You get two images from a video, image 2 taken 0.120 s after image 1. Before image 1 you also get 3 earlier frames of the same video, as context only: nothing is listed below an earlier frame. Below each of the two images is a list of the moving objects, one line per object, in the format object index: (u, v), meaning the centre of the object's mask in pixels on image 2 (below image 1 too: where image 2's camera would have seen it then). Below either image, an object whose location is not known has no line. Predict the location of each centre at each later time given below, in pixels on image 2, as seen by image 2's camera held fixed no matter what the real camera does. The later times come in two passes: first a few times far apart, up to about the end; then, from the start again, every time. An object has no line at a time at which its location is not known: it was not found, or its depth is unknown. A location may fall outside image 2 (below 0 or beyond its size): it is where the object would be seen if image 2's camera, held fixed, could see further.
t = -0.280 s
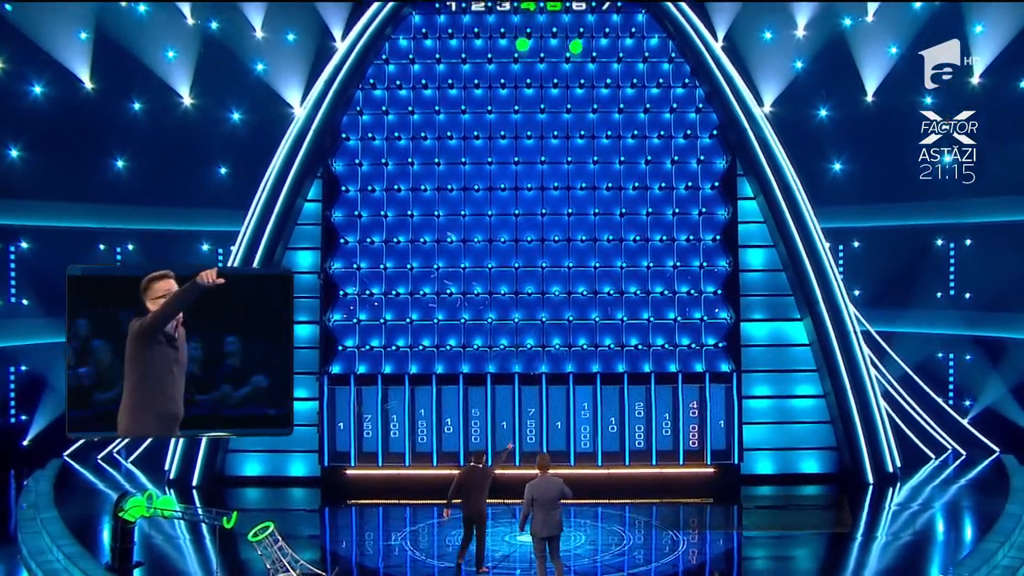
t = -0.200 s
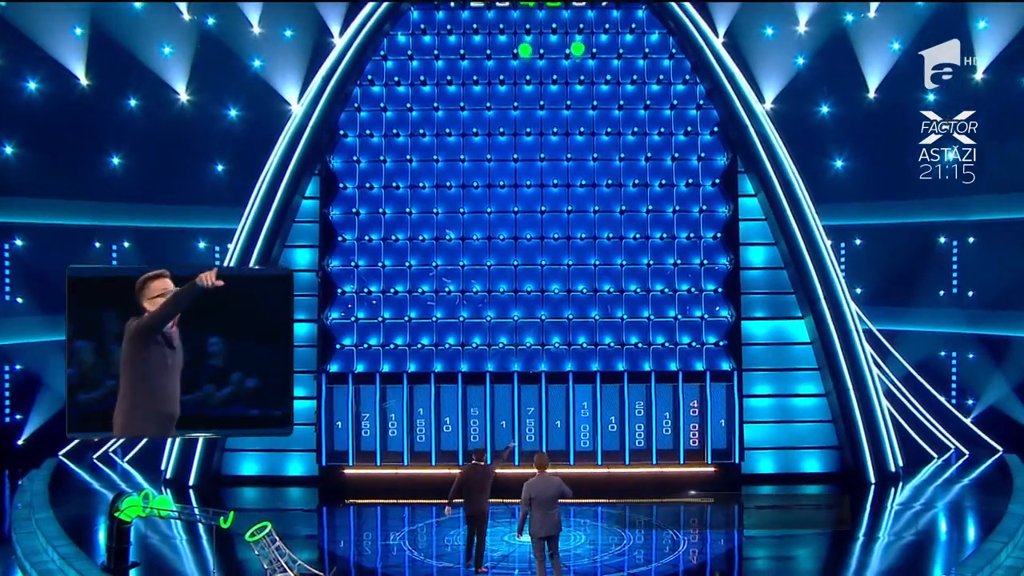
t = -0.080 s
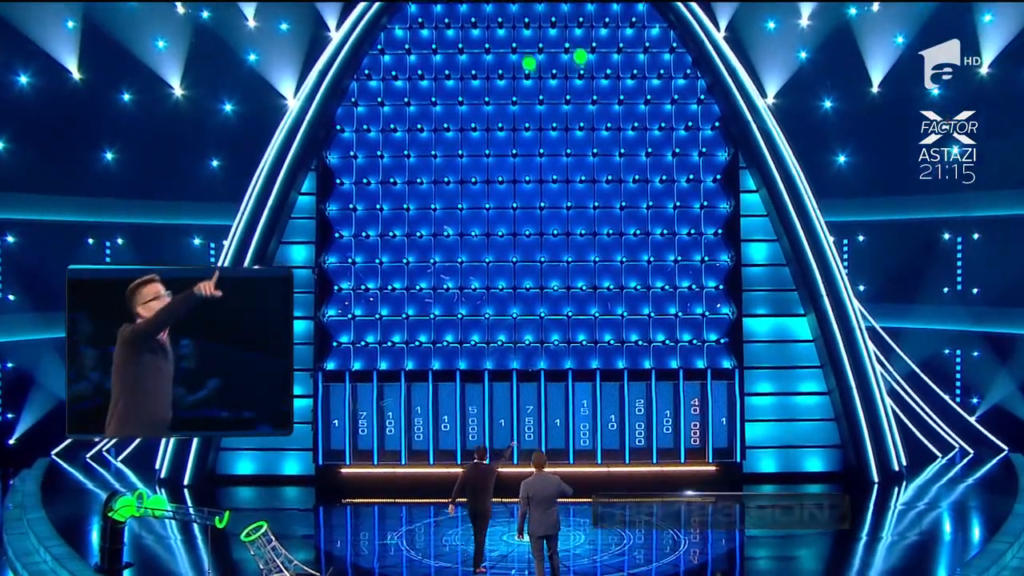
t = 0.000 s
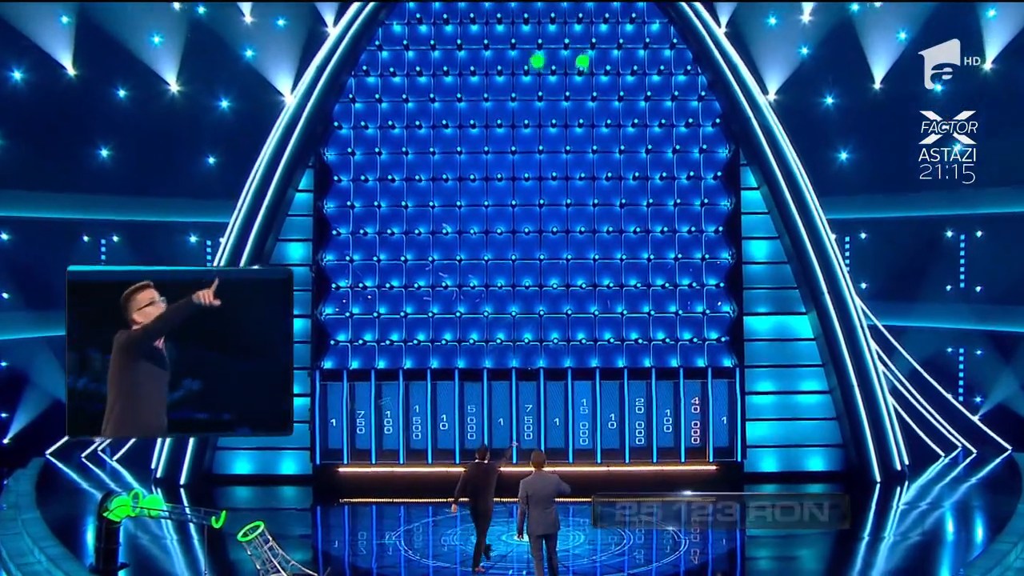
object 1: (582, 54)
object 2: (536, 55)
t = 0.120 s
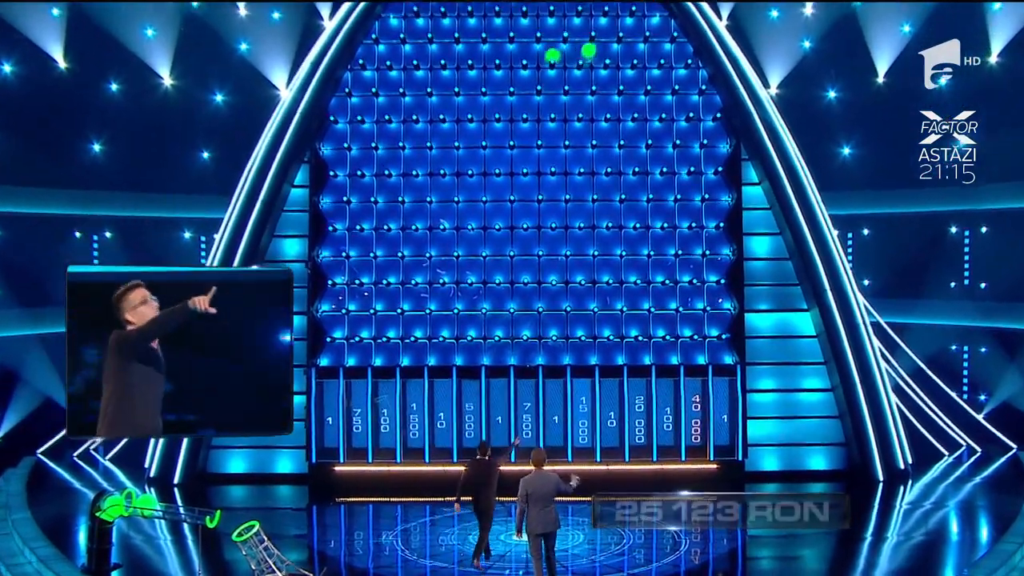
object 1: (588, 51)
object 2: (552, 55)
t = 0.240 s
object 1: (595, 53)
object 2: (567, 64)
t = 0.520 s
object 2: (554, 88)
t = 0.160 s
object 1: (591, 51)
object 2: (557, 58)
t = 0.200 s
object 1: (593, 51)
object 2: (563, 61)
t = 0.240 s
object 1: (595, 53)
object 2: (567, 64)
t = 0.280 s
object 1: (598, 54)
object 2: (569, 66)
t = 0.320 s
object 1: (600, 56)
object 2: (566, 68)
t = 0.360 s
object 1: (600, 57)
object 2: (563, 70)
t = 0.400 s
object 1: (599, 56)
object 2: (561, 73)
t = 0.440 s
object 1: (599, 55)
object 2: (558, 77)
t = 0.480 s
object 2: (556, 82)
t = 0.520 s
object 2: (554, 88)
